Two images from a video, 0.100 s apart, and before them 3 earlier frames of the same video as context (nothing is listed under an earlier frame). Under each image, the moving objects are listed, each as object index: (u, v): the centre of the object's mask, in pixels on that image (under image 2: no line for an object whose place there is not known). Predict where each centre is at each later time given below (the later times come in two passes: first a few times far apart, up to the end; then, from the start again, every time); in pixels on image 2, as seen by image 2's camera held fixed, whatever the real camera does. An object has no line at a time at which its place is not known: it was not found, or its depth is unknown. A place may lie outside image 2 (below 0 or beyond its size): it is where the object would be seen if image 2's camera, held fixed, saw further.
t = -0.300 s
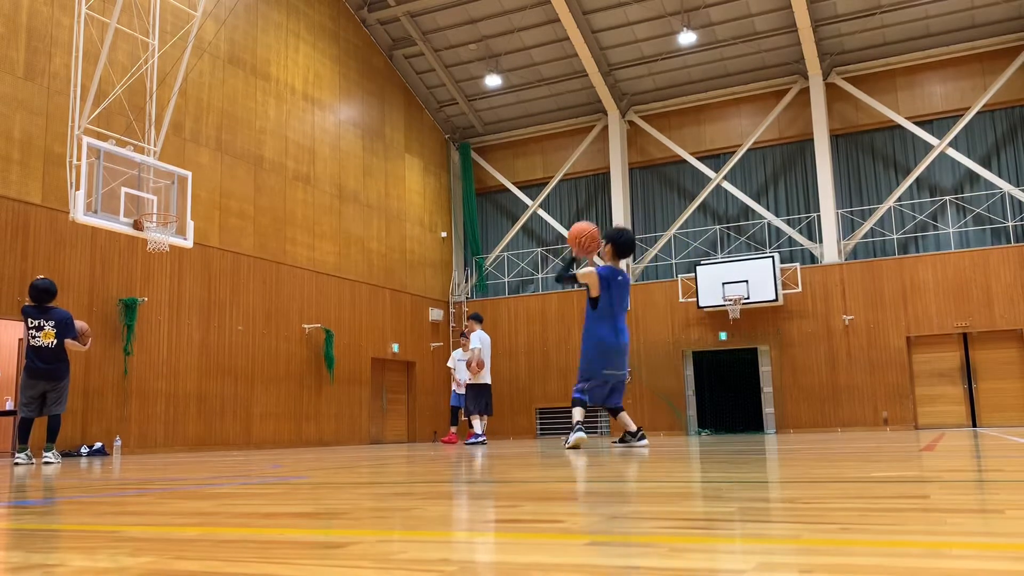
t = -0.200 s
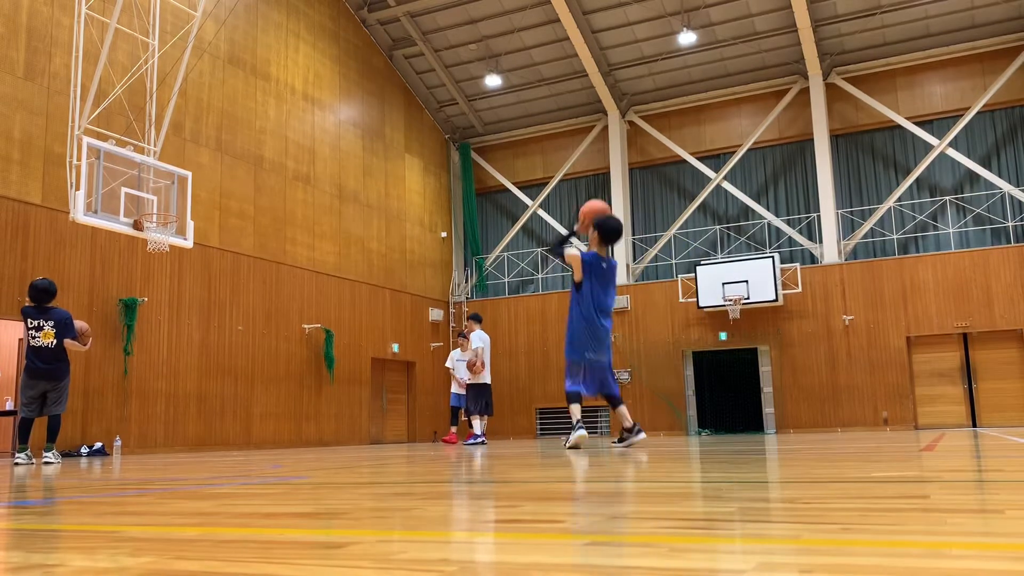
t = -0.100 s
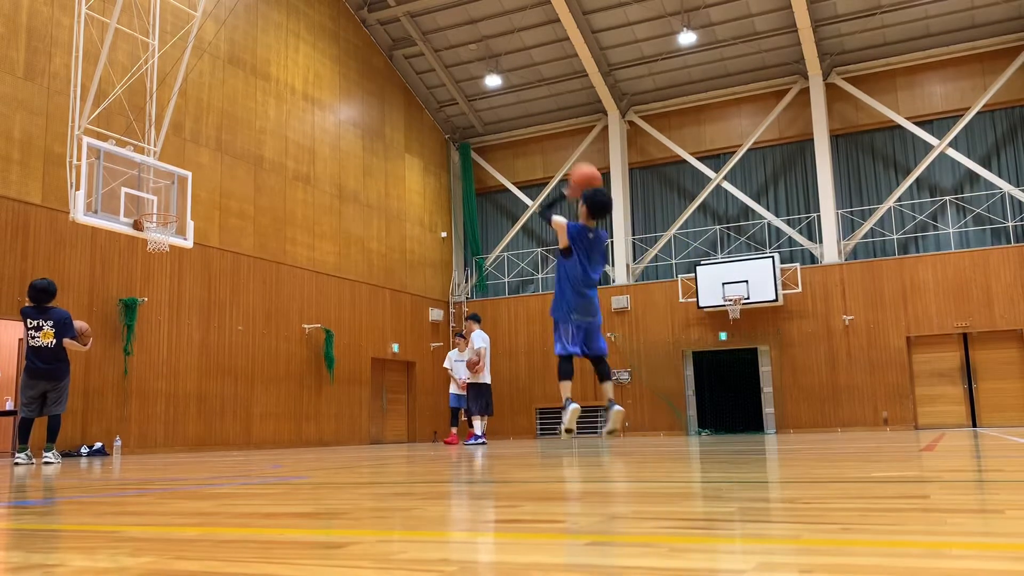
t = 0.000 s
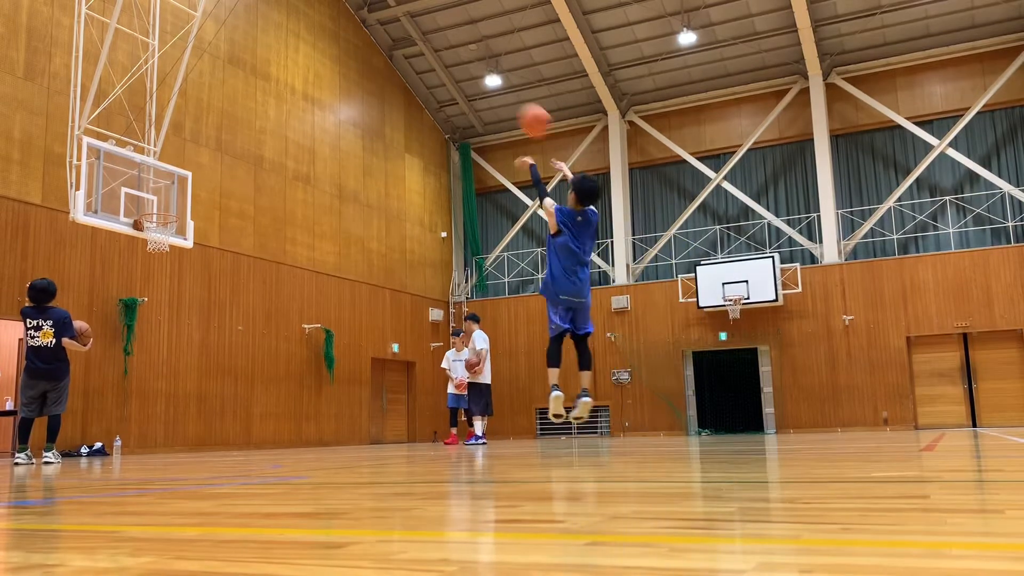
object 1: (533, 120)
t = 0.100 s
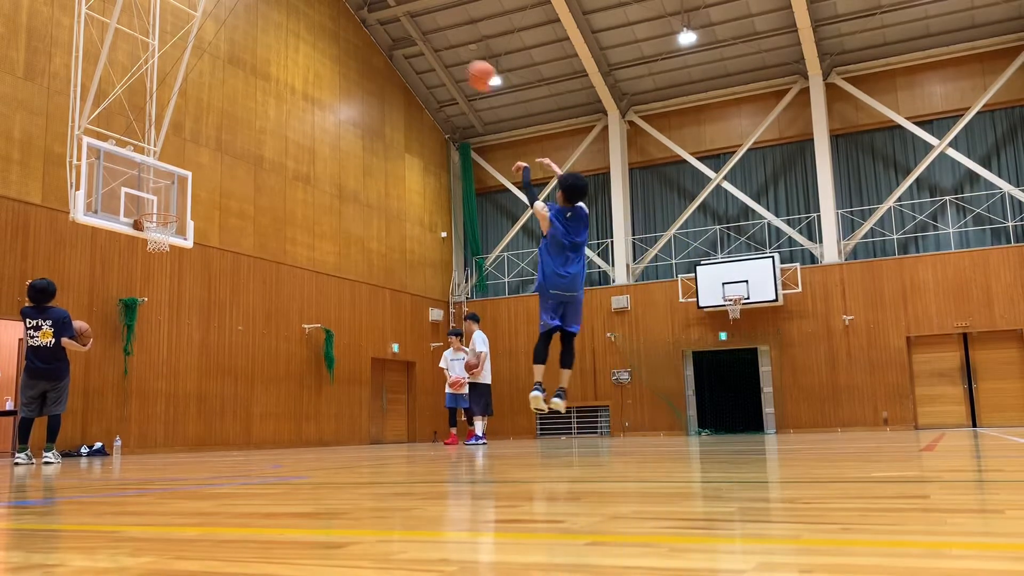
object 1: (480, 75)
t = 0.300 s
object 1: (395, 29)
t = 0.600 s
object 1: (296, 39)
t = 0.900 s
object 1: (221, 112)
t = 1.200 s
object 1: (160, 231)
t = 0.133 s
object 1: (465, 64)
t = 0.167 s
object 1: (450, 54)
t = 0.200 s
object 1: (436, 46)
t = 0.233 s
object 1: (421, 38)
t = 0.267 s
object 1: (408, 33)
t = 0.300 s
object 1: (395, 29)
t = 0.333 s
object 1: (382, 26)
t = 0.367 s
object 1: (370, 25)
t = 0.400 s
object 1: (359, 23)
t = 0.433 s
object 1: (347, 23)
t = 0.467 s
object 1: (337, 24)
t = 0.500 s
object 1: (326, 27)
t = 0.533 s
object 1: (316, 29)
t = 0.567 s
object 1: (307, 33)
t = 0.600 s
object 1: (296, 39)
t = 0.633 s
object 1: (288, 44)
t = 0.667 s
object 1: (278, 50)
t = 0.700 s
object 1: (269, 57)
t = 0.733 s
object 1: (260, 65)
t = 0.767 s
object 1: (253, 73)
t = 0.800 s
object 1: (244, 82)
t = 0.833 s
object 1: (236, 92)
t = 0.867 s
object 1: (228, 102)
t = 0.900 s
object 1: (221, 112)
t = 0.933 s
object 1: (213, 124)
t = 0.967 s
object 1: (206, 135)
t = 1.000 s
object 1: (199, 148)
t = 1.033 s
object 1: (193, 161)
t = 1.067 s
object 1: (186, 174)
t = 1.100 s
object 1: (178, 190)
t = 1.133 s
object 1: (172, 204)
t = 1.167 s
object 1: (165, 219)
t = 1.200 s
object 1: (160, 231)
